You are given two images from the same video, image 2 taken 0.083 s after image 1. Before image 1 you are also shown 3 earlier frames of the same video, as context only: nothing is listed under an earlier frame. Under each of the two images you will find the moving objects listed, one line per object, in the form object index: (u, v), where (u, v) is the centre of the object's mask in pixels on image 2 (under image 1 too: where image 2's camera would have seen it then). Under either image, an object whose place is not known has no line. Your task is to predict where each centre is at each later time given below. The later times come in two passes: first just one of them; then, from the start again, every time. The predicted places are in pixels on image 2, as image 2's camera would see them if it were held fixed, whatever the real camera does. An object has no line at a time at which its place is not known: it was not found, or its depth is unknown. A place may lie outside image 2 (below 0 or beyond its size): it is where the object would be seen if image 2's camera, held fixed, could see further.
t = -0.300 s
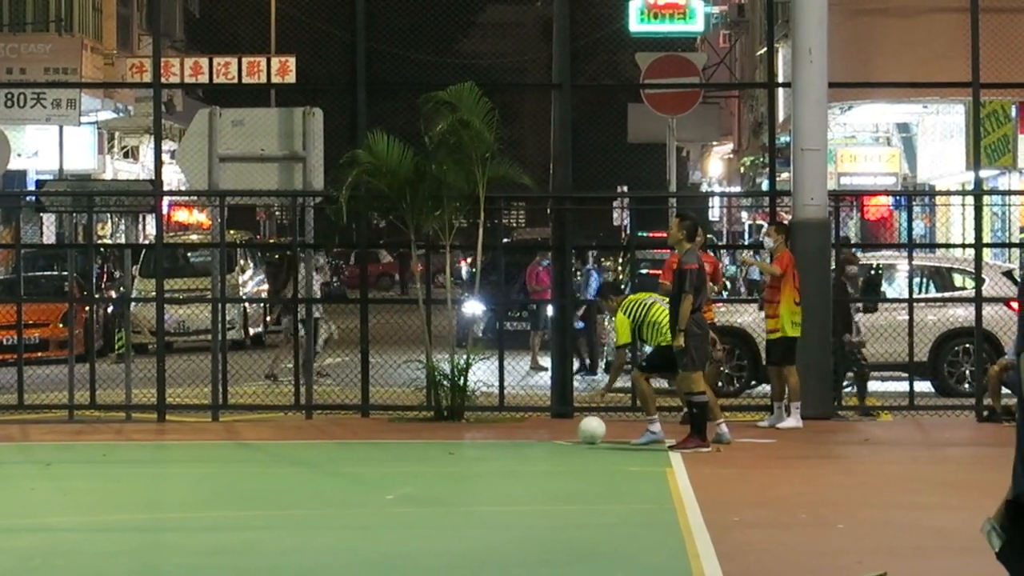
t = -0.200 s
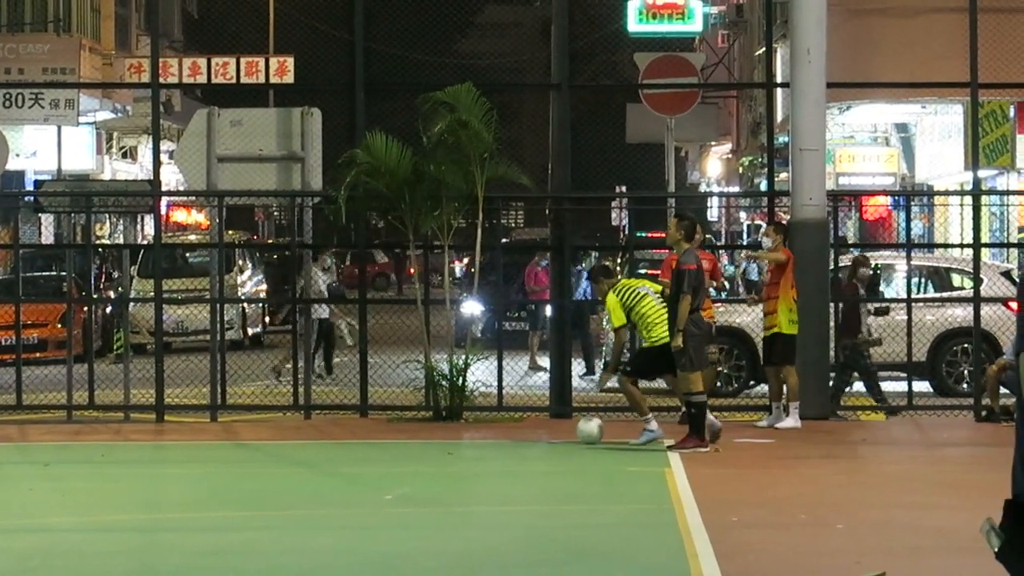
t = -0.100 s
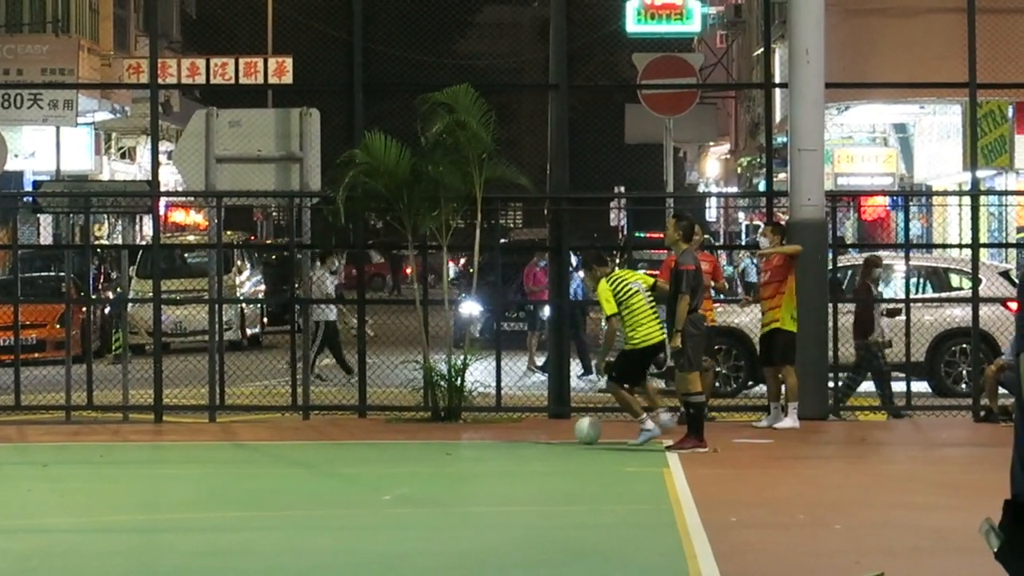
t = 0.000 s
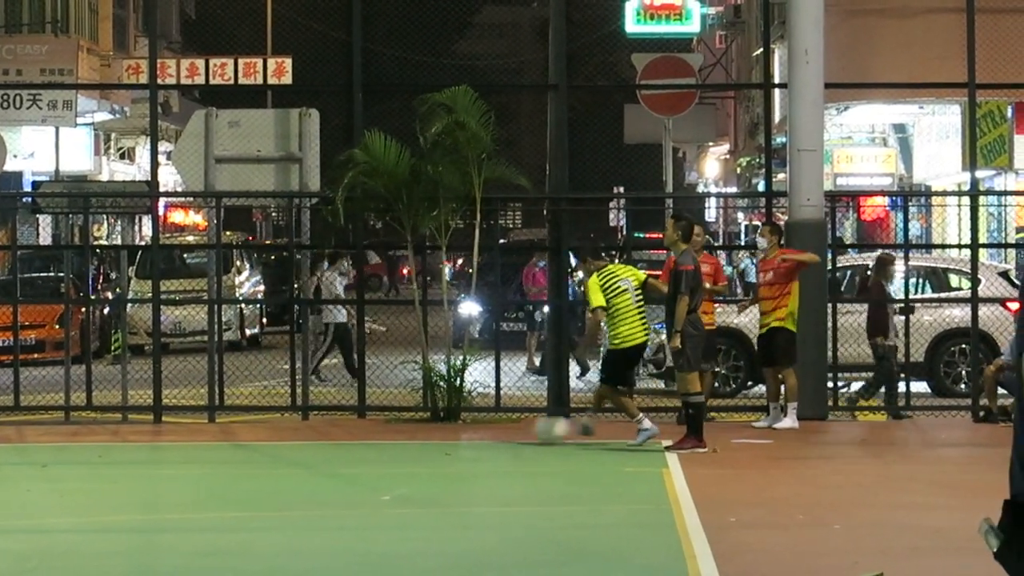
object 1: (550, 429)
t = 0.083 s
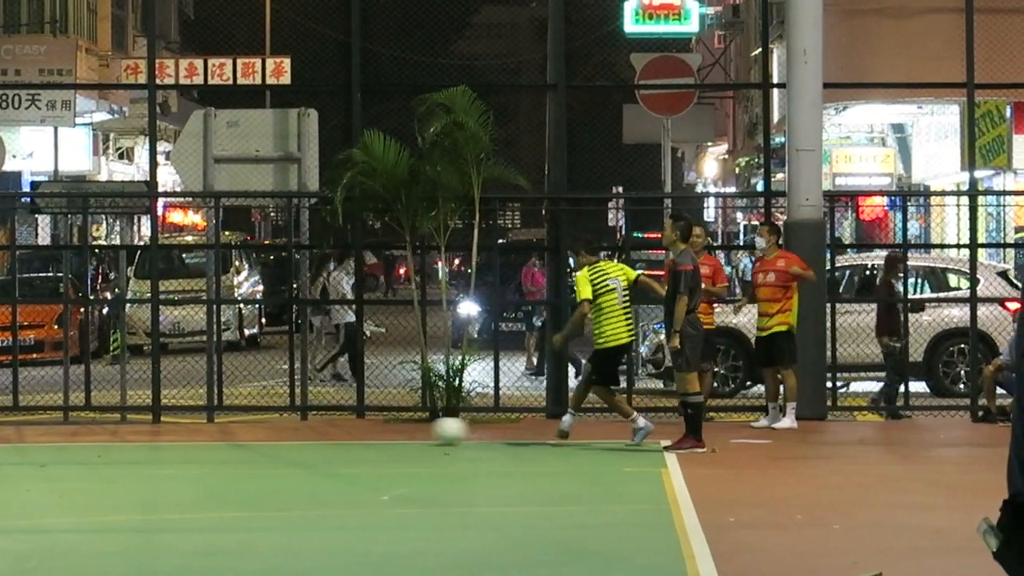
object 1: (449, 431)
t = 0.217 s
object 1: (299, 432)
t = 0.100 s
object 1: (430, 431)
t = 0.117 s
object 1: (410, 431)
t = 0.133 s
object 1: (391, 431)
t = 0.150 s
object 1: (372, 432)
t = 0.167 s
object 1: (353, 432)
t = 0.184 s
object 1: (335, 432)
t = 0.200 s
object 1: (317, 432)
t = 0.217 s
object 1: (299, 432)
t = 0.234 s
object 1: (280, 432)
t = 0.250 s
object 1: (266, 432)
